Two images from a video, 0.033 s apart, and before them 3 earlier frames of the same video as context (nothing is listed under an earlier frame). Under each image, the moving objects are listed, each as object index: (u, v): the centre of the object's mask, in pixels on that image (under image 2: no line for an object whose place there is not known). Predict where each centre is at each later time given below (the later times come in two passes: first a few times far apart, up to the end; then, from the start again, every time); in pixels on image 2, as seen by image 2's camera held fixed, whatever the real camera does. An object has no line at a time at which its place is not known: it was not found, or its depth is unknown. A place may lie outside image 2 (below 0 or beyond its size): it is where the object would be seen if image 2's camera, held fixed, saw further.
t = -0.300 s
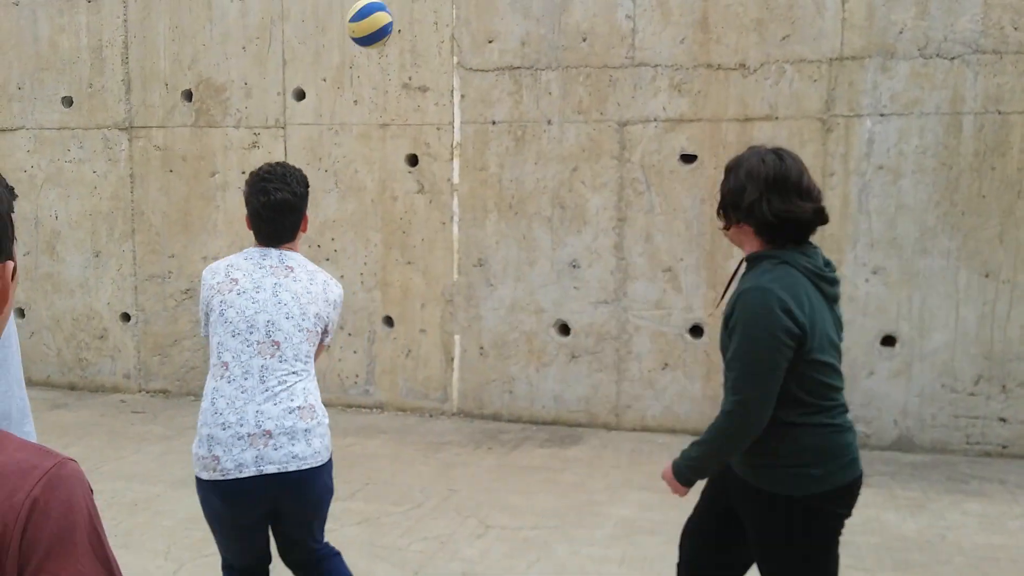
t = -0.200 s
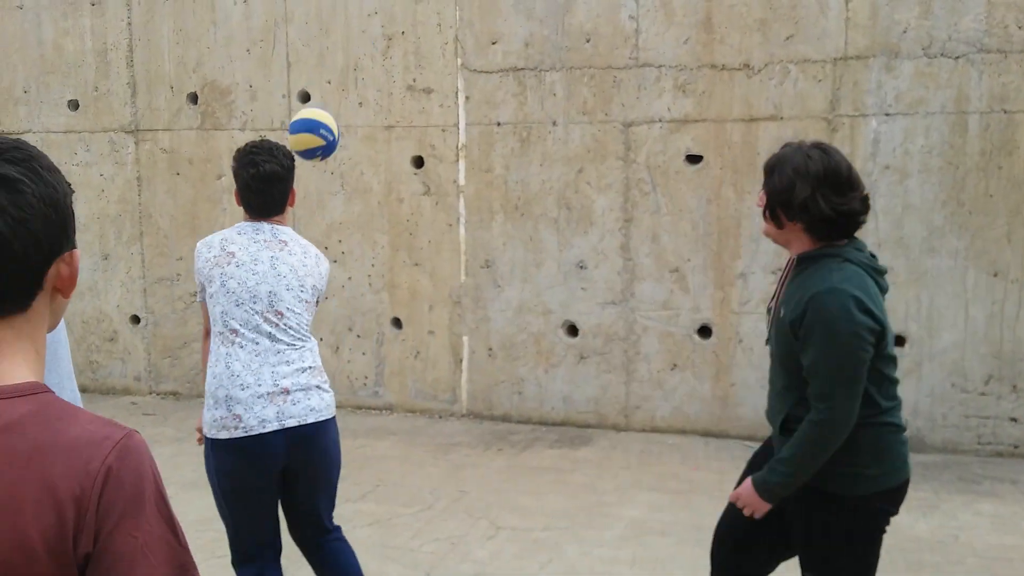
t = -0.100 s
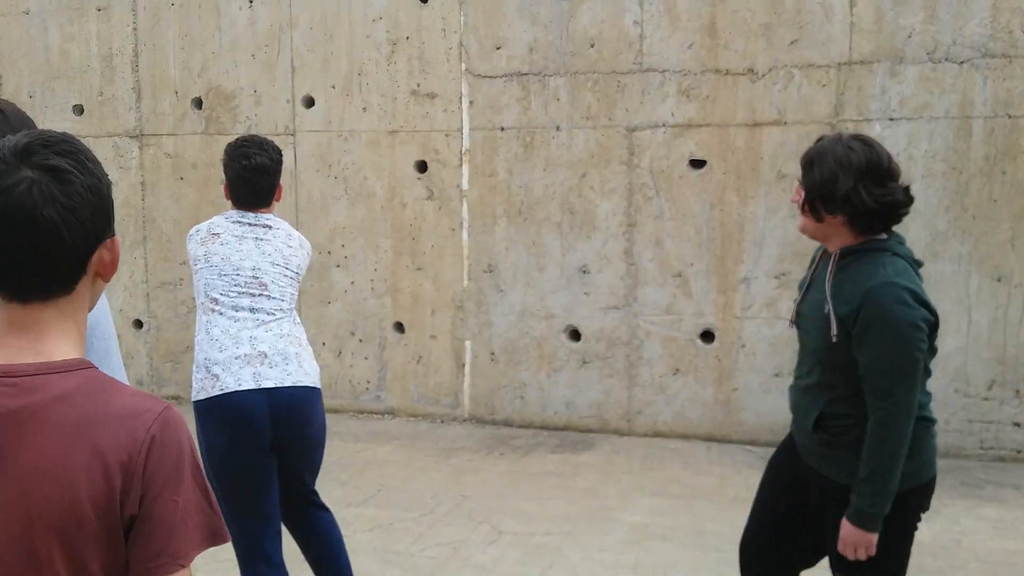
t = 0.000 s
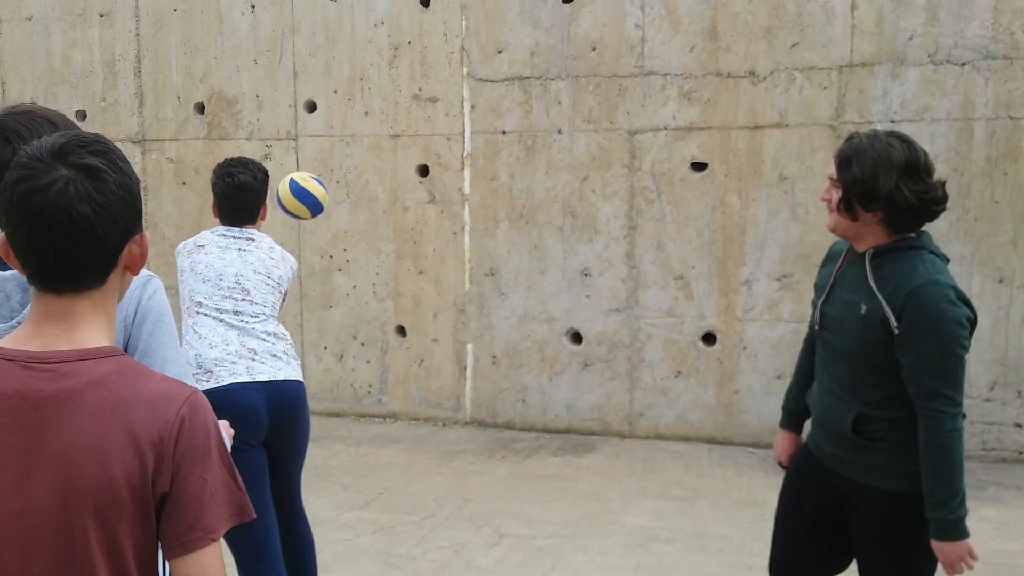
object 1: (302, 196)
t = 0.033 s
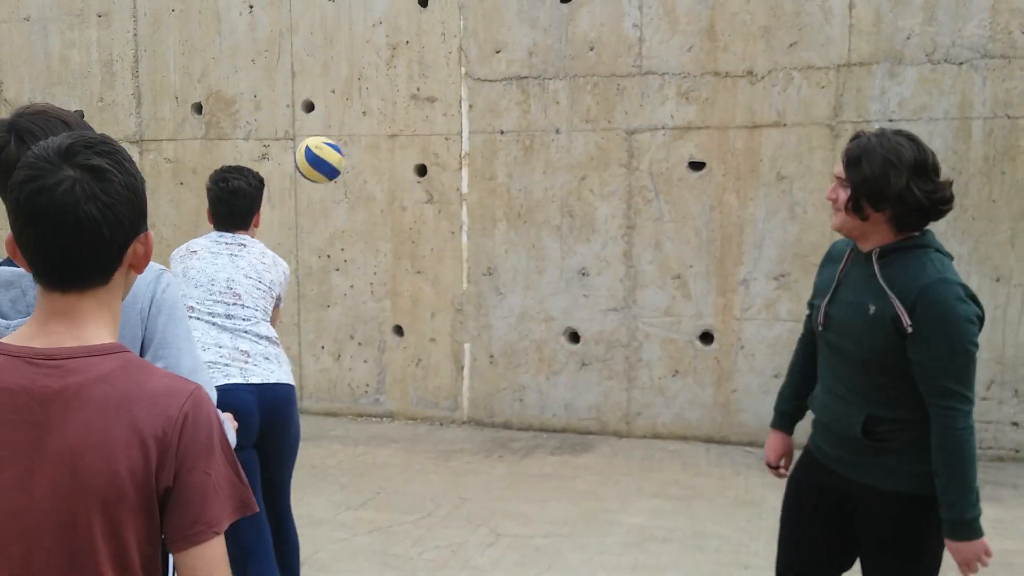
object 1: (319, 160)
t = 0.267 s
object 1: (429, 13)
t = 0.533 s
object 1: (498, 6)
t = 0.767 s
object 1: (453, 55)
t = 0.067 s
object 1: (338, 128)
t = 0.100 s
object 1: (355, 100)
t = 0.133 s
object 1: (371, 76)
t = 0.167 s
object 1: (388, 56)
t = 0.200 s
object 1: (403, 38)
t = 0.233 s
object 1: (415, 24)
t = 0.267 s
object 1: (429, 13)
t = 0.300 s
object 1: (442, 8)
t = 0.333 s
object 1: (452, 5)
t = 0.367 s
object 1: (463, 2)
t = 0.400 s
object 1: (474, 1)
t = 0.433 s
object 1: (483, 2)
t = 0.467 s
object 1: (492, 2)
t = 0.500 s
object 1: (502, 4)
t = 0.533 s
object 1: (498, 6)
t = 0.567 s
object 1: (493, 9)
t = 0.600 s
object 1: (488, 12)
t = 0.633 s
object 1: (480, 14)
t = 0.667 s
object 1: (474, 19)
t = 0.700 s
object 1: (467, 27)
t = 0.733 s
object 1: (462, 41)
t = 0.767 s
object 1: (453, 55)
